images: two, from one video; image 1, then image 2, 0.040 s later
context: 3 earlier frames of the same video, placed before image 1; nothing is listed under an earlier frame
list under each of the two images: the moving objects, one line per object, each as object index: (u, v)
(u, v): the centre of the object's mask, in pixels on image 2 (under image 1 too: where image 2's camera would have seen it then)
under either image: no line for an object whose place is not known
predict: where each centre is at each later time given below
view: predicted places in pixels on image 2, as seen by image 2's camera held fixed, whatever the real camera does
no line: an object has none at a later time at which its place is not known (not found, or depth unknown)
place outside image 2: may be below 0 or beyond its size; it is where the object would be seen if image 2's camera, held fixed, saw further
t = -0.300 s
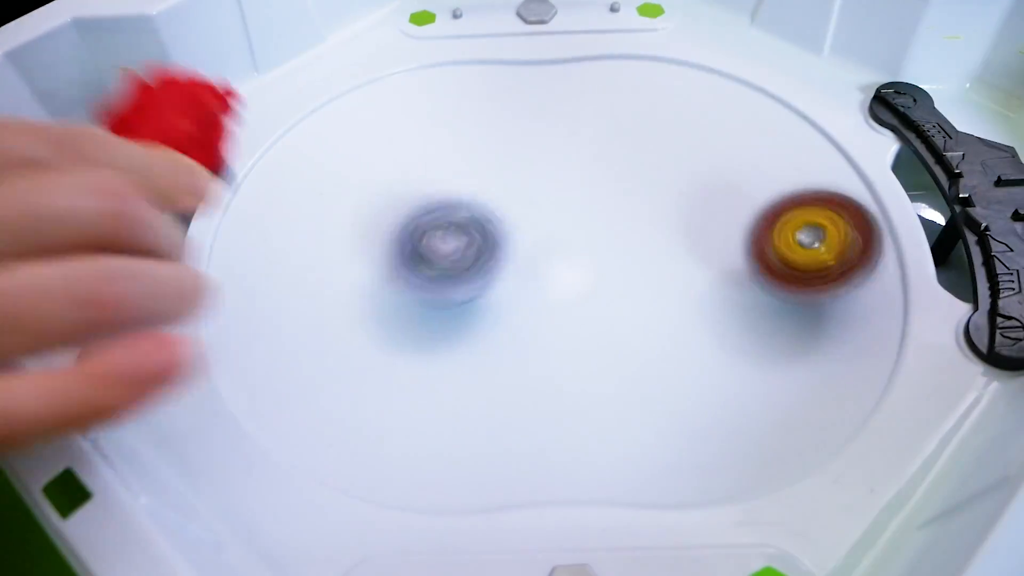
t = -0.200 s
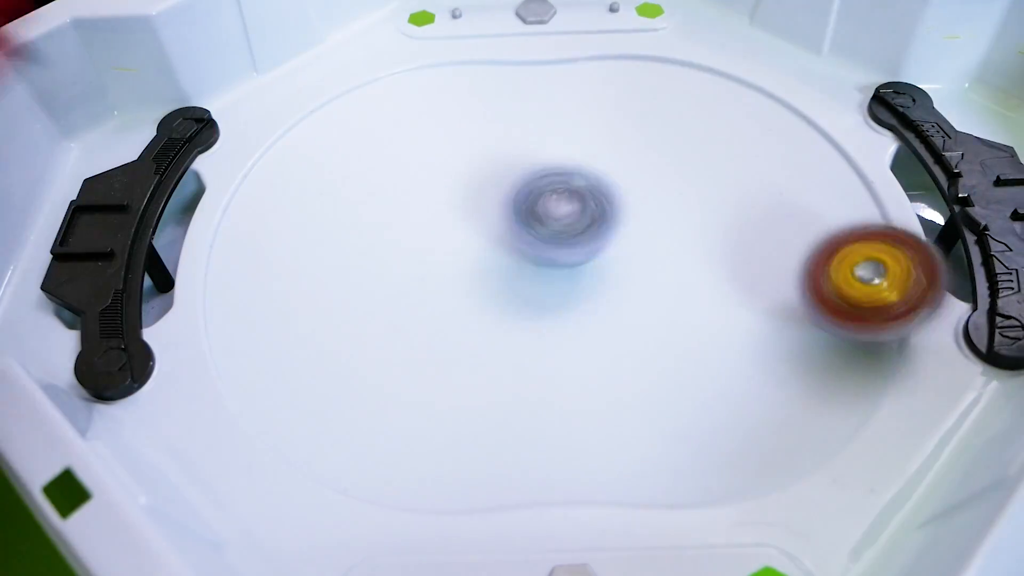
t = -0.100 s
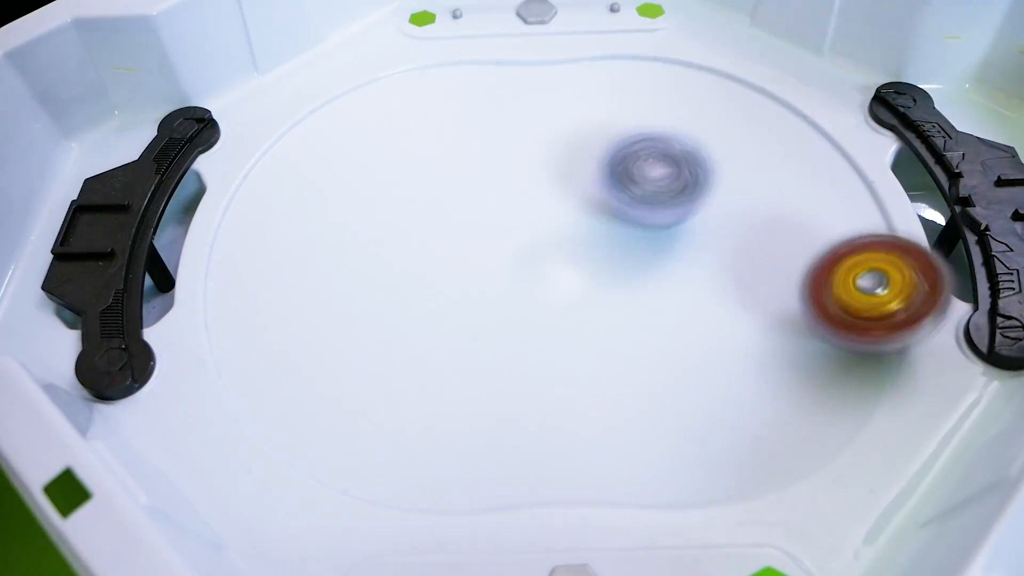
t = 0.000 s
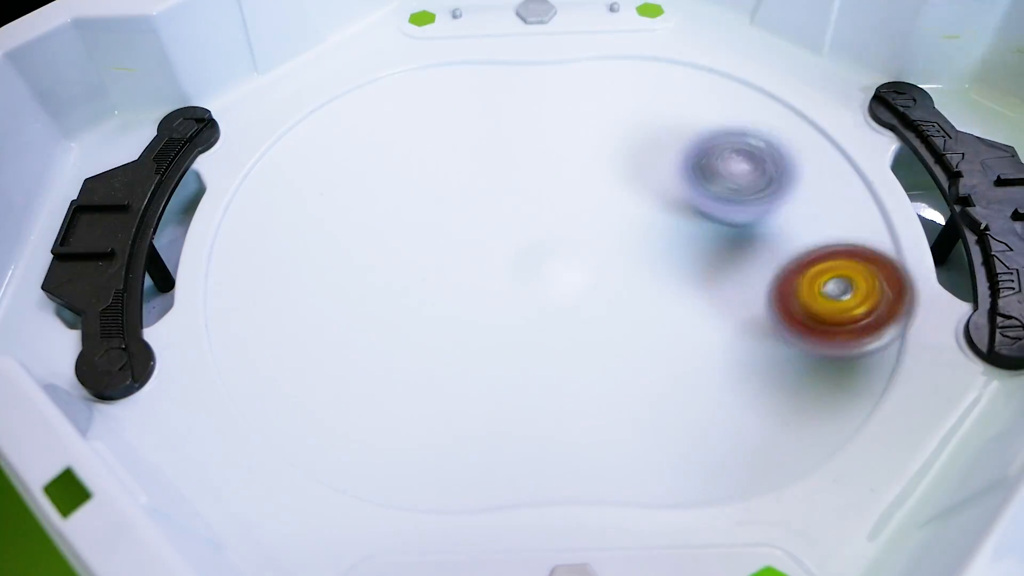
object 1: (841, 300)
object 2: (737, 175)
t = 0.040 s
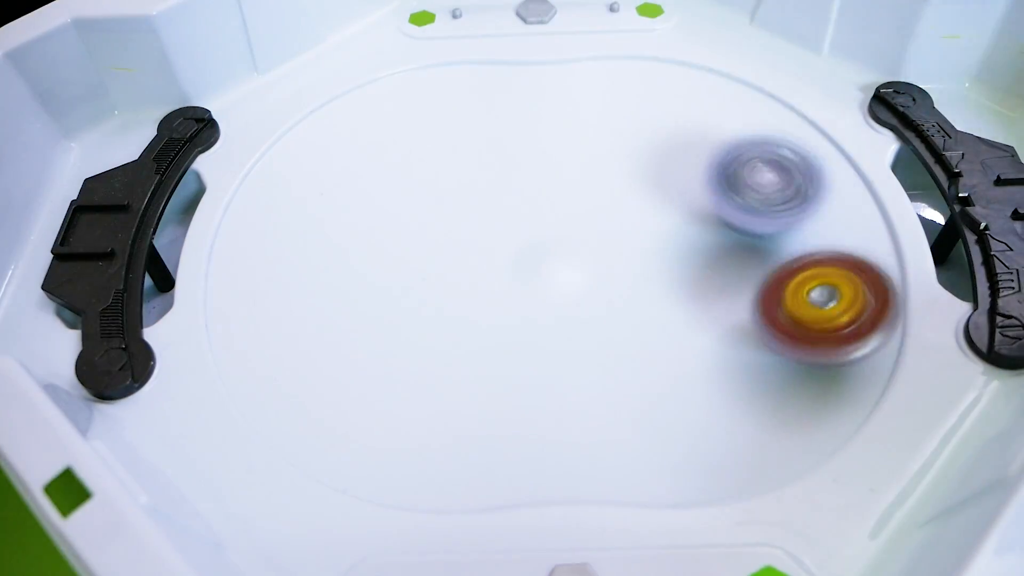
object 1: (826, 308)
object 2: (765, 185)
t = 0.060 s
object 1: (819, 313)
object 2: (777, 193)
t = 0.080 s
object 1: (810, 319)
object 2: (787, 203)
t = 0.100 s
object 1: (804, 338)
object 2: (794, 205)
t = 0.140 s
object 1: (812, 413)
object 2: (794, 175)
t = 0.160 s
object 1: (807, 412)
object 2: (791, 163)
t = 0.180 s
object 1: (797, 413)
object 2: (787, 151)
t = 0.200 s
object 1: (785, 420)
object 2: (785, 143)
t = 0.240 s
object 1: (764, 432)
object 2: (780, 131)
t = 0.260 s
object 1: (756, 428)
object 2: (779, 125)
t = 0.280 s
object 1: (750, 429)
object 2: (777, 123)
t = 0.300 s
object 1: (748, 434)
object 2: (774, 121)
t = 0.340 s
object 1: (738, 437)
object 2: (769, 119)
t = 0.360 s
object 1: (734, 437)
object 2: (767, 119)
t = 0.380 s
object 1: (730, 440)
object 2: (765, 120)
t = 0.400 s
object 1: (726, 444)
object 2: (761, 122)
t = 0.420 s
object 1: (722, 441)
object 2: (758, 124)
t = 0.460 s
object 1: (714, 446)
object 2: (749, 131)
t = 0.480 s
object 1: (709, 446)
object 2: (742, 135)
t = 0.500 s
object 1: (705, 445)
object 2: (736, 138)
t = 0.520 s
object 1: (699, 448)
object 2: (726, 144)
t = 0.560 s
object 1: (684, 447)
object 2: (707, 153)
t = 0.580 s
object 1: (676, 447)
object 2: (695, 158)
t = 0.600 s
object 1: (665, 447)
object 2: (682, 162)
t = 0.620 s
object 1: (653, 449)
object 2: (668, 165)
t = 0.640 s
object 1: (642, 450)
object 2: (652, 168)
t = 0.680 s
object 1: (625, 441)
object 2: (621, 171)
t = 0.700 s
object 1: (614, 436)
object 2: (603, 172)
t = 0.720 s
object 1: (602, 431)
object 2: (588, 171)
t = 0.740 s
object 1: (590, 426)
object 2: (571, 171)
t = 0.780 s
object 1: (563, 412)
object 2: (540, 167)
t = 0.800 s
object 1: (546, 403)
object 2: (526, 165)
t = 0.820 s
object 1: (525, 394)
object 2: (513, 162)
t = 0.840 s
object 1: (502, 384)
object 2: (501, 159)
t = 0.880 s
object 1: (446, 363)
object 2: (477, 151)
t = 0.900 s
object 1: (418, 353)
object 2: (468, 146)
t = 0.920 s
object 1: (391, 347)
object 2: (459, 141)
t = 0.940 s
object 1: (361, 340)
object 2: (451, 136)
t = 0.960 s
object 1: (332, 334)
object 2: (444, 132)
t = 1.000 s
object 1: (273, 324)
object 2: (436, 122)
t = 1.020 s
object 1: (240, 320)
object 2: (432, 116)
